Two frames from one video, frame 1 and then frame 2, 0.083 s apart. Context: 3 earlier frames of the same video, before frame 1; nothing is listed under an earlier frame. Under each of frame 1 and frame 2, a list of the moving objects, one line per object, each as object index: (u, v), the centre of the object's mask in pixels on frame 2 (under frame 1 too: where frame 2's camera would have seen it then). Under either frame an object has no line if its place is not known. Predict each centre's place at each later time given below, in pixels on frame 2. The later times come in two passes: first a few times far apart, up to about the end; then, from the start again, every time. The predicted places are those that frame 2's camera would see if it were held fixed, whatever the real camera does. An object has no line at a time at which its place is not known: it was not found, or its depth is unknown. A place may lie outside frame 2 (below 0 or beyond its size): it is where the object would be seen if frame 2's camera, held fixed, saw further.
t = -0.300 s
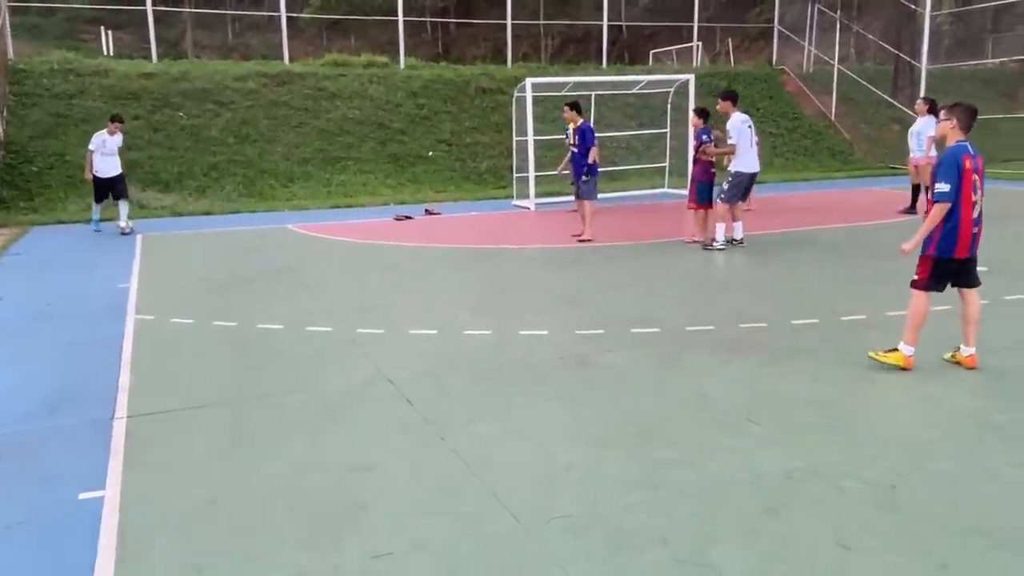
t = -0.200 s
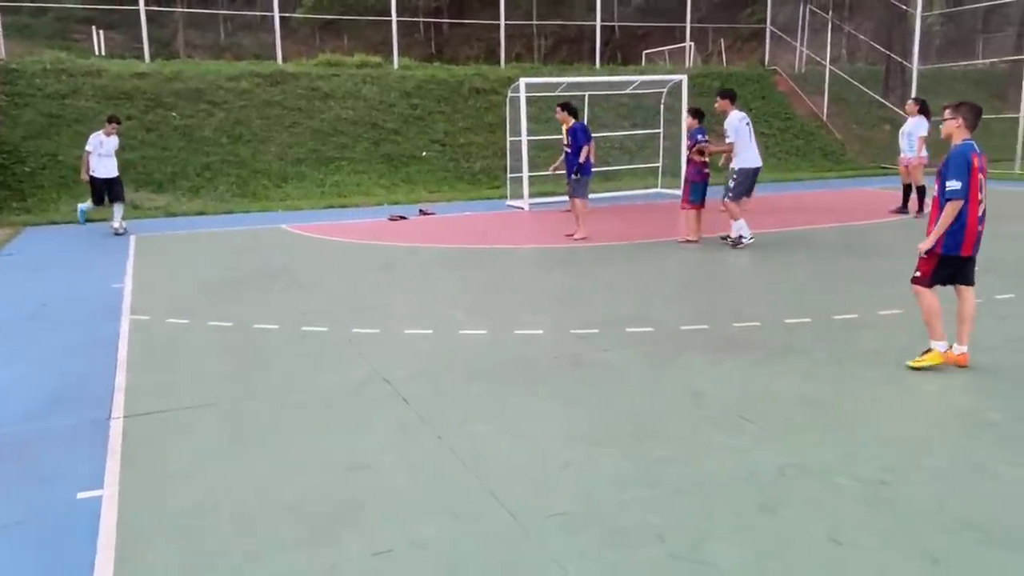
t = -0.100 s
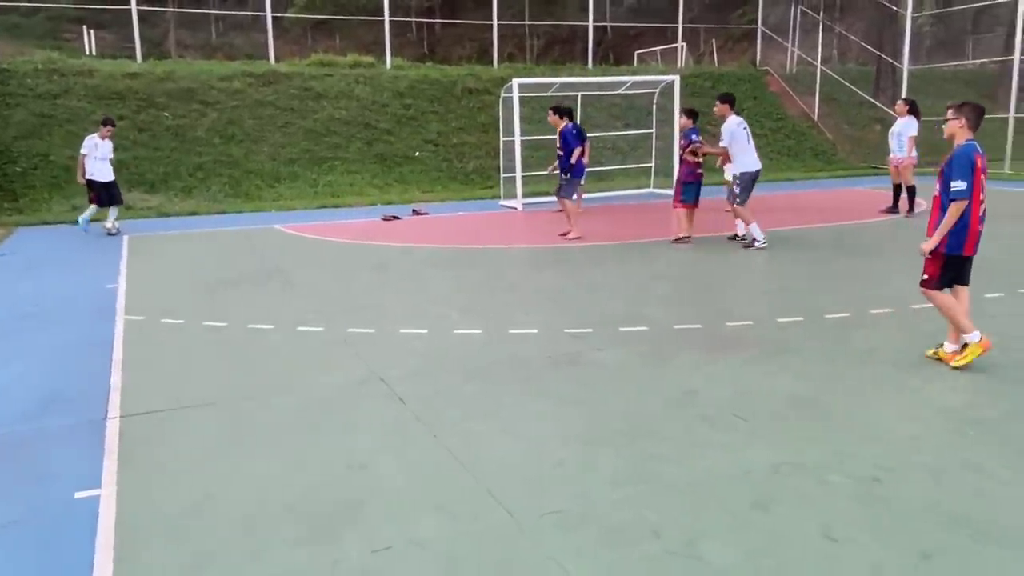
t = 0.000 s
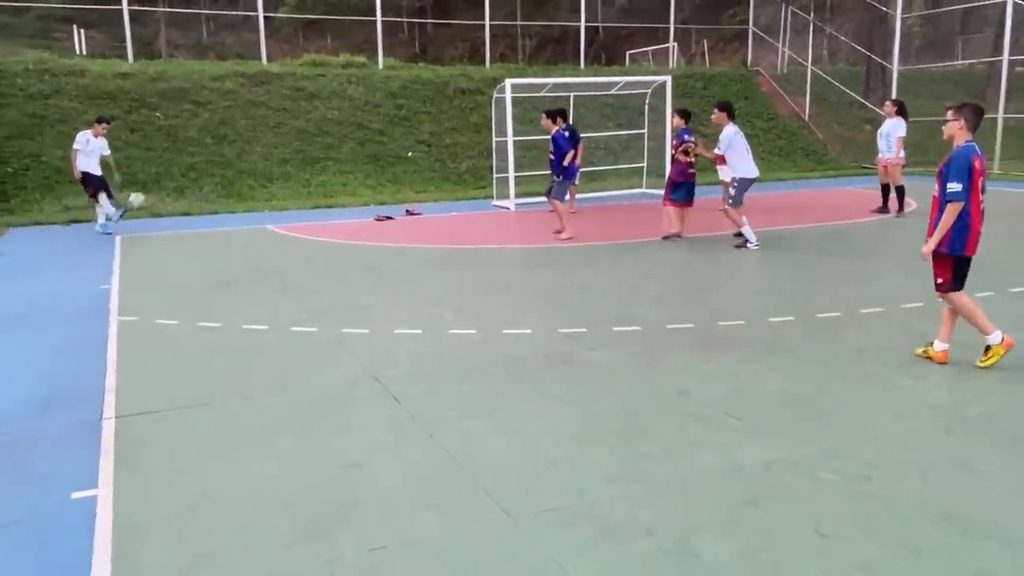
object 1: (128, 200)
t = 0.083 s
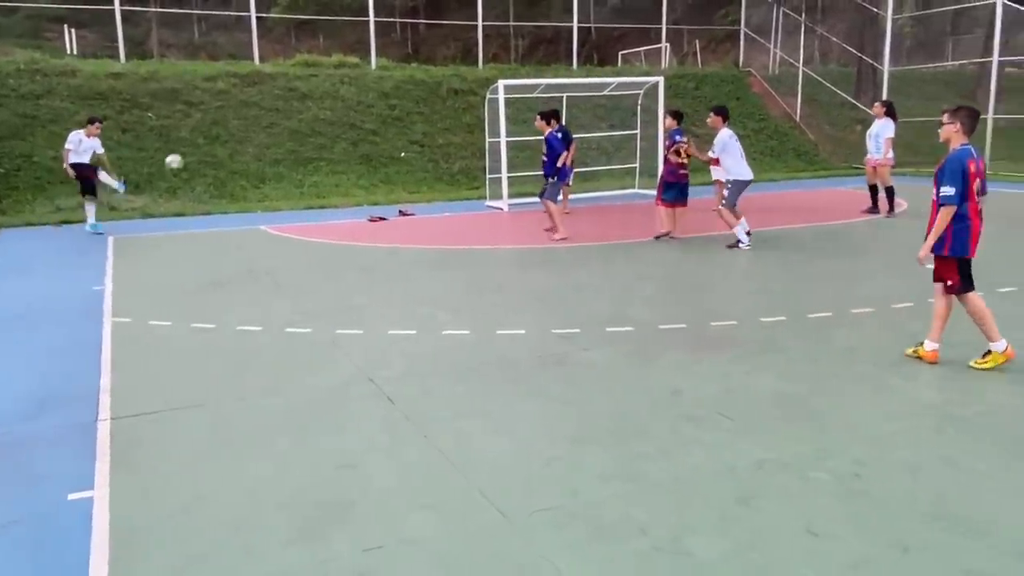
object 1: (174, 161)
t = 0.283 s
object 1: (283, 89)
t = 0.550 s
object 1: (428, 40)
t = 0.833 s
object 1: (576, 45)
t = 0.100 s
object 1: (183, 154)
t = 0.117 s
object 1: (192, 147)
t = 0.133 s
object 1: (201, 141)
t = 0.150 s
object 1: (210, 134)
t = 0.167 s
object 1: (219, 127)
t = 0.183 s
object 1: (228, 121)
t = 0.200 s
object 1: (237, 115)
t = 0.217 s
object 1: (246, 110)
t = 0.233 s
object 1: (255, 104)
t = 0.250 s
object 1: (265, 99)
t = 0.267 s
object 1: (274, 94)
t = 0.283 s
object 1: (283, 89)
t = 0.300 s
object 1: (292, 85)
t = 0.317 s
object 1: (302, 80)
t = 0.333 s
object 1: (311, 76)
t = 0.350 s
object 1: (320, 72)
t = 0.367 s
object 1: (329, 68)
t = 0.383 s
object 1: (338, 64)
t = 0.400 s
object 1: (347, 61)
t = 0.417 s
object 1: (356, 58)
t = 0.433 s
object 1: (364, 55)
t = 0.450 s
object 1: (374, 53)
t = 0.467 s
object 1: (384, 50)
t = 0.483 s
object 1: (392, 48)
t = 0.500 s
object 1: (402, 46)
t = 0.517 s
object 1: (410, 44)
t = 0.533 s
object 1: (419, 42)
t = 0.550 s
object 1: (428, 40)
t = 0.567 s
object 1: (437, 39)
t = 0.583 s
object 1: (446, 38)
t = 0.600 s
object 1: (455, 37)
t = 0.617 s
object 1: (463, 36)
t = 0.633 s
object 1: (471, 36)
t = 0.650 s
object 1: (481, 35)
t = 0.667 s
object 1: (490, 35)
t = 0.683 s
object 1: (499, 35)
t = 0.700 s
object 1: (508, 36)
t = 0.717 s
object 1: (516, 36)
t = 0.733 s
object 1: (525, 36)
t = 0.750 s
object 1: (533, 37)
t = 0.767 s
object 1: (542, 38)
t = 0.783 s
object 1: (550, 40)
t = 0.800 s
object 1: (559, 41)
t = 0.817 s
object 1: (568, 43)
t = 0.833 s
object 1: (576, 45)
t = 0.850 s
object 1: (585, 47)
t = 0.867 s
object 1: (593, 49)
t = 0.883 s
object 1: (601, 52)
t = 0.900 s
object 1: (609, 54)
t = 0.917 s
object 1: (618, 57)
